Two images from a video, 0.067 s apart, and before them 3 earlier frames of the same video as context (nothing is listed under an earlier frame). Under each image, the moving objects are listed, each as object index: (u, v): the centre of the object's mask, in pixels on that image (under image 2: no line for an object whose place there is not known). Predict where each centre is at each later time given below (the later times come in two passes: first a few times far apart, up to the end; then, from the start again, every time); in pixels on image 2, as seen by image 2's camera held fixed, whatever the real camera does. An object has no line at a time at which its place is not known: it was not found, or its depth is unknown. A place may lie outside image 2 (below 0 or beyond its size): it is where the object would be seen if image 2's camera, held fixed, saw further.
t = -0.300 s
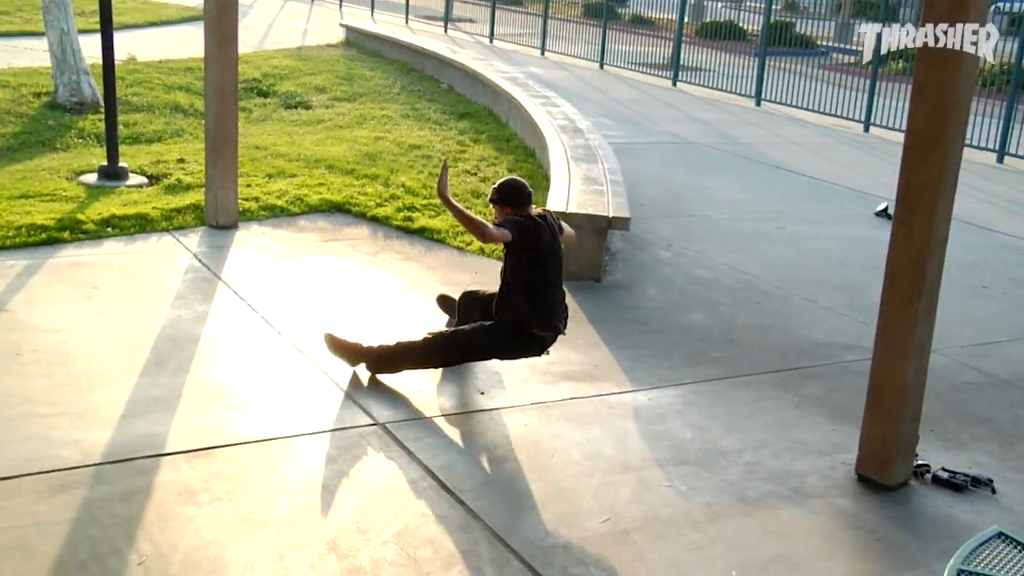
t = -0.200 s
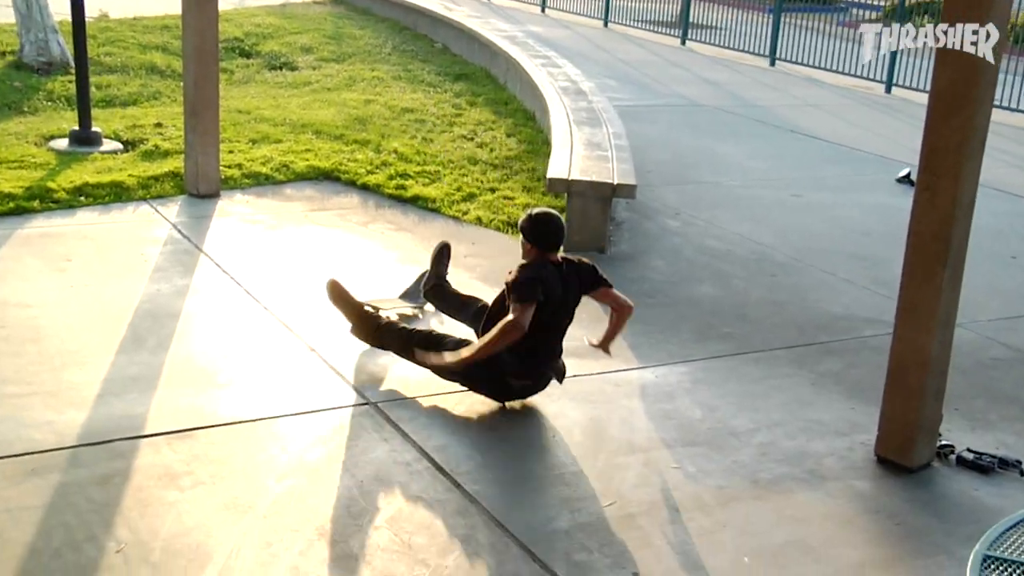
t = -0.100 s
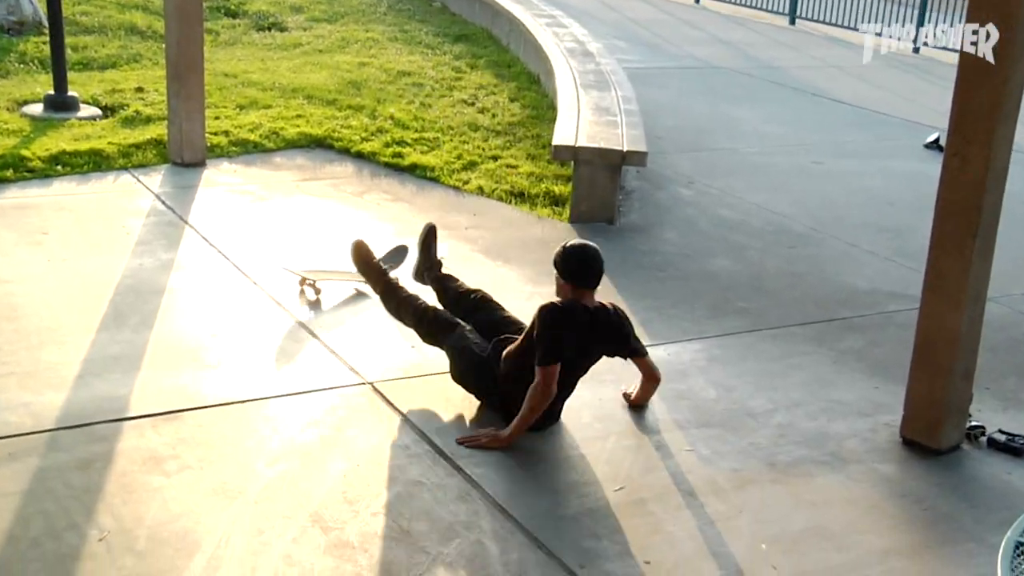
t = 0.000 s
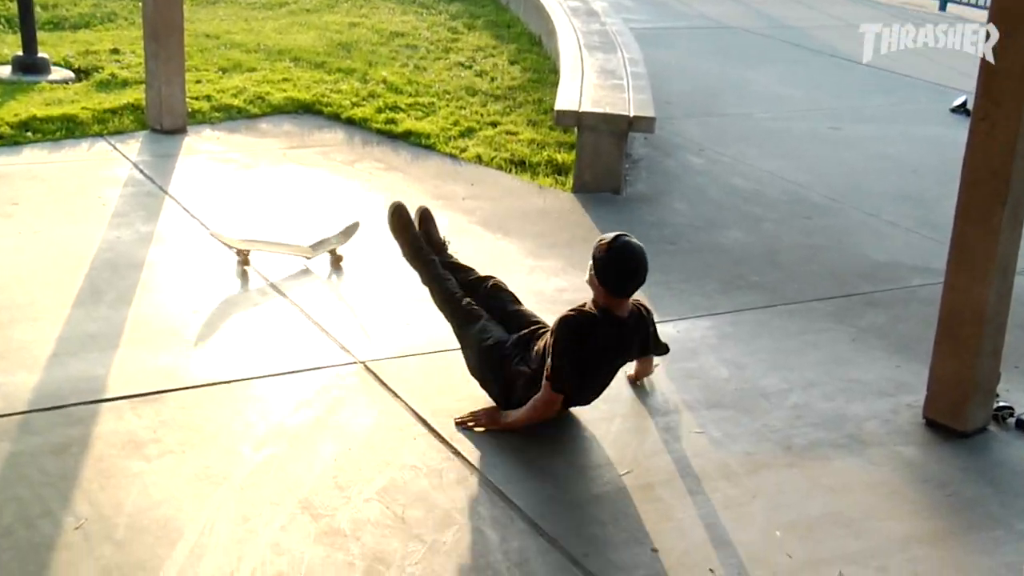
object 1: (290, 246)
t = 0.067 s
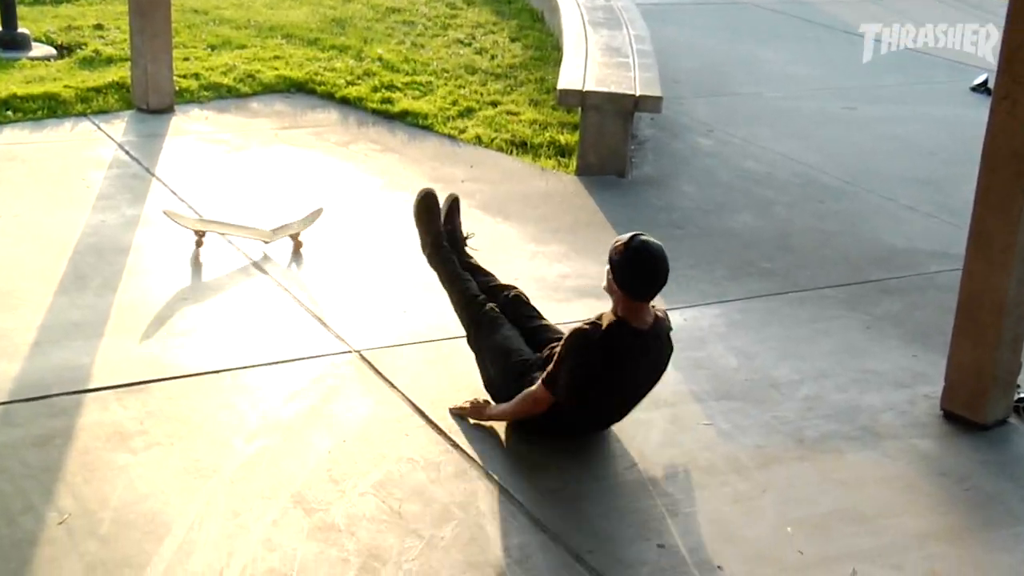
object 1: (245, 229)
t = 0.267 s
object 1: (134, 228)
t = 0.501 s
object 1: (28, 231)
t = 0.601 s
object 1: (-30, 232)
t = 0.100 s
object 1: (224, 229)
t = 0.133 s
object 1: (205, 229)
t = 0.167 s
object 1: (187, 229)
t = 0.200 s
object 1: (168, 229)
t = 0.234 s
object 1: (151, 228)
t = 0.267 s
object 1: (134, 228)
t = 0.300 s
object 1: (119, 229)
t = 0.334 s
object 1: (102, 229)
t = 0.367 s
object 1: (88, 229)
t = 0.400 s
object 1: (76, 230)
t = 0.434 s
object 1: (61, 231)
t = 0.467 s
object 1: (45, 231)
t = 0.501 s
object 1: (28, 231)
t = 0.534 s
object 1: (9, 232)
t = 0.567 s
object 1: (-10, 232)
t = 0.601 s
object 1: (-30, 232)
